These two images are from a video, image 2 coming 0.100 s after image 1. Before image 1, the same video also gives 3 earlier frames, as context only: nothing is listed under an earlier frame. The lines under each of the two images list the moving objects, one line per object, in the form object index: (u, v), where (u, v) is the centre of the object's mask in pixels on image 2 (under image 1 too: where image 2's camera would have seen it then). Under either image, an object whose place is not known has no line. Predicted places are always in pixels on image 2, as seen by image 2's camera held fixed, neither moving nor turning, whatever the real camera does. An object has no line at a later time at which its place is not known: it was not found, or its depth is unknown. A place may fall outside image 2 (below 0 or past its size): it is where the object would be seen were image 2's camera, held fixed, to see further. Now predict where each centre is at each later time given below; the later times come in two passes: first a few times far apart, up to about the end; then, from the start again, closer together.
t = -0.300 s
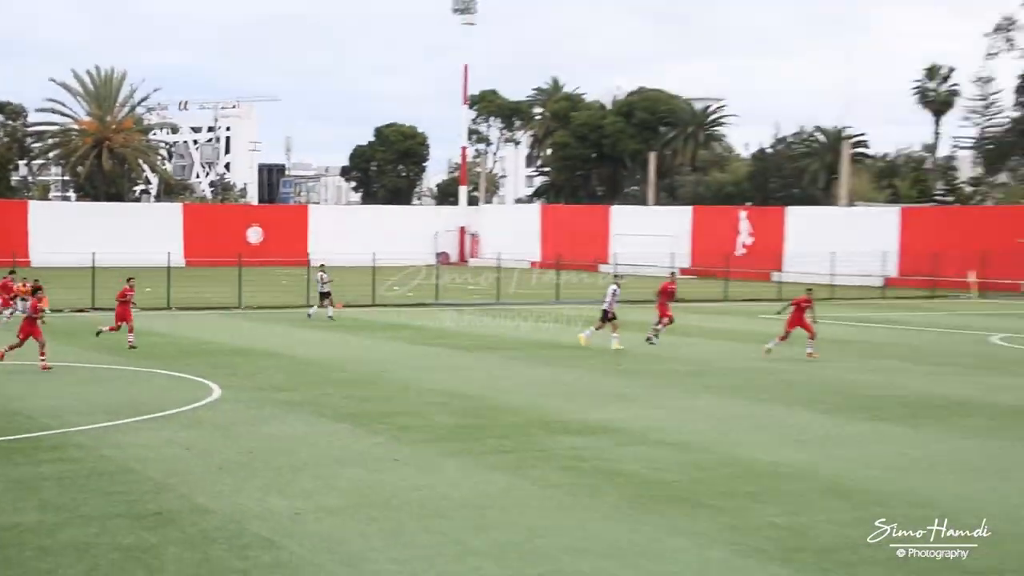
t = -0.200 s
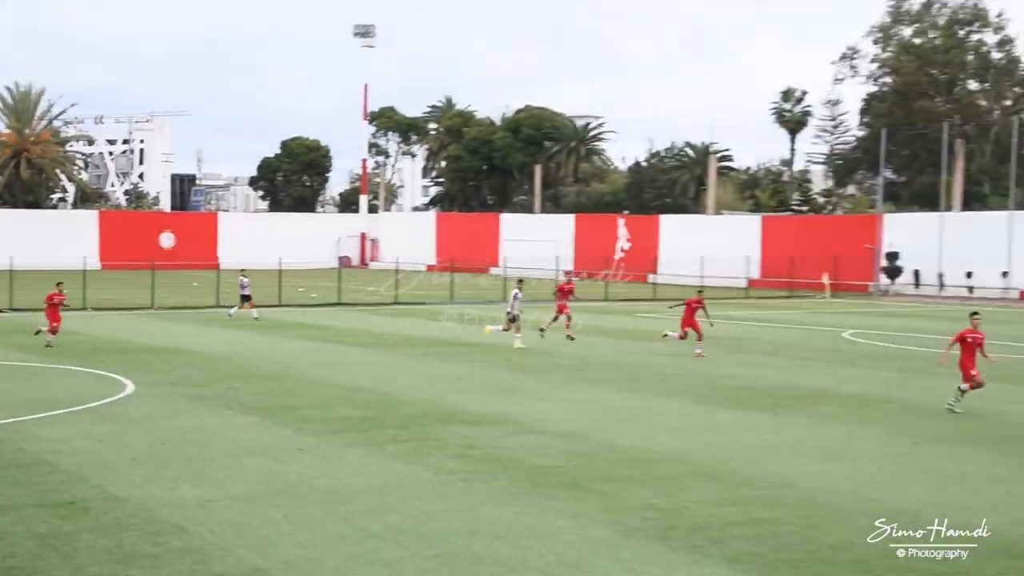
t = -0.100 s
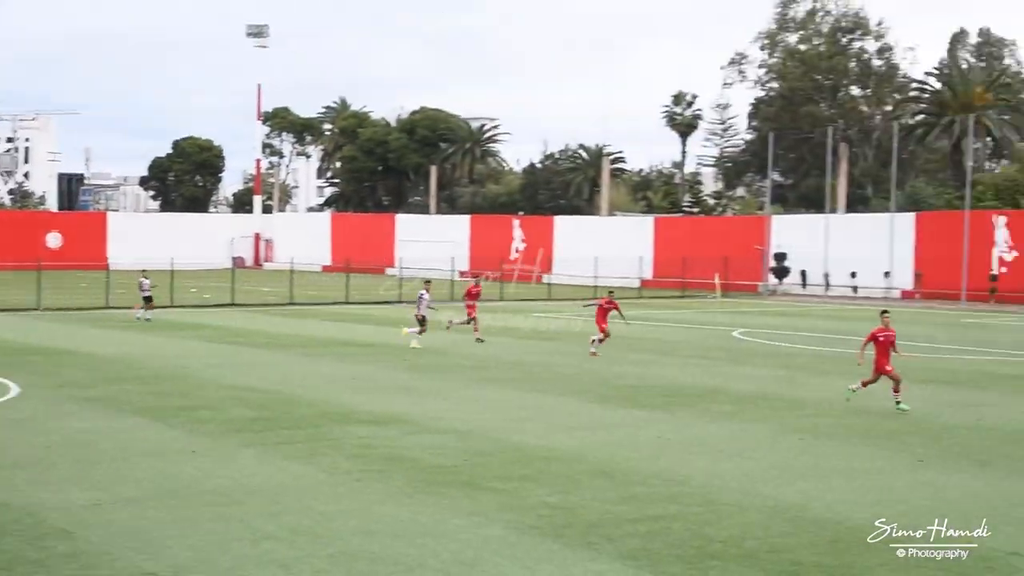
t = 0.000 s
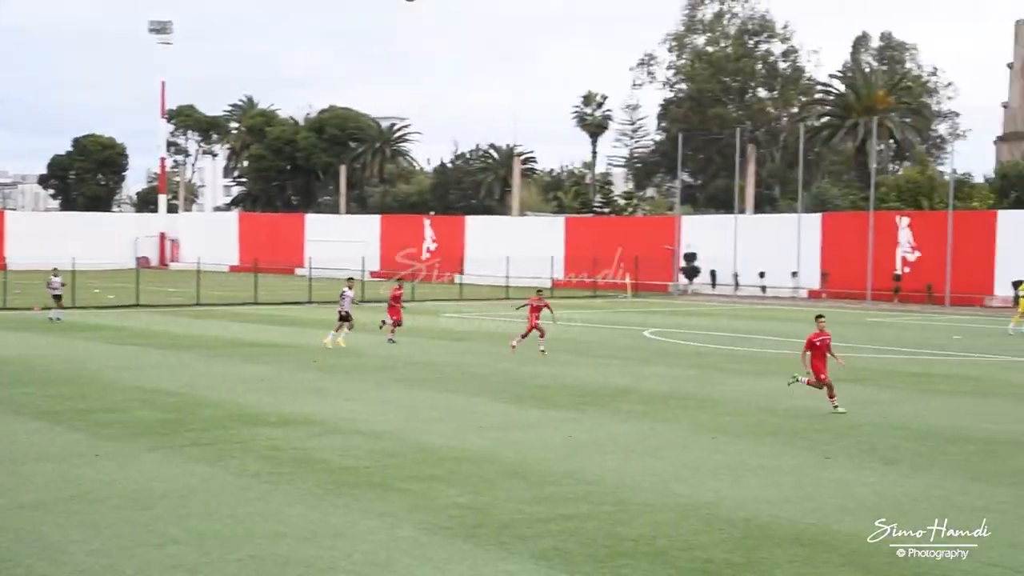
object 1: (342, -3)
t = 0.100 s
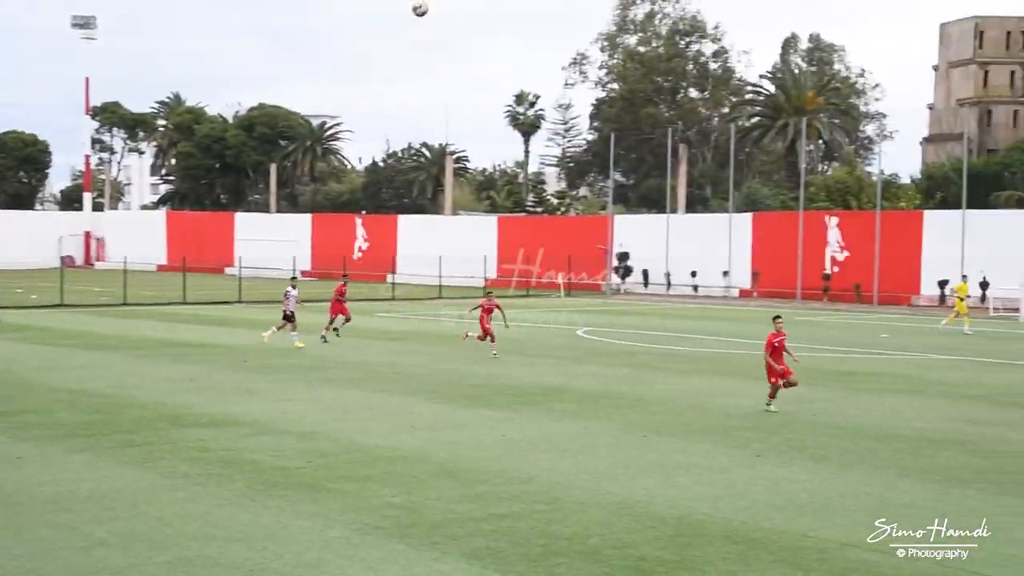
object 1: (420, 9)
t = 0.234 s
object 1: (527, 41)
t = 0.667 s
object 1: (899, 211)
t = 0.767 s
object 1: (994, 272)
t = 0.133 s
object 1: (446, 16)
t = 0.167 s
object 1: (473, 24)
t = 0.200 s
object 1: (500, 32)
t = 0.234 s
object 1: (527, 41)
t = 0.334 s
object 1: (609, 69)
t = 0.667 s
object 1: (899, 211)
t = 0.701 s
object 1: (929, 231)
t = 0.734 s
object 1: (962, 251)
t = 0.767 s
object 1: (994, 272)
